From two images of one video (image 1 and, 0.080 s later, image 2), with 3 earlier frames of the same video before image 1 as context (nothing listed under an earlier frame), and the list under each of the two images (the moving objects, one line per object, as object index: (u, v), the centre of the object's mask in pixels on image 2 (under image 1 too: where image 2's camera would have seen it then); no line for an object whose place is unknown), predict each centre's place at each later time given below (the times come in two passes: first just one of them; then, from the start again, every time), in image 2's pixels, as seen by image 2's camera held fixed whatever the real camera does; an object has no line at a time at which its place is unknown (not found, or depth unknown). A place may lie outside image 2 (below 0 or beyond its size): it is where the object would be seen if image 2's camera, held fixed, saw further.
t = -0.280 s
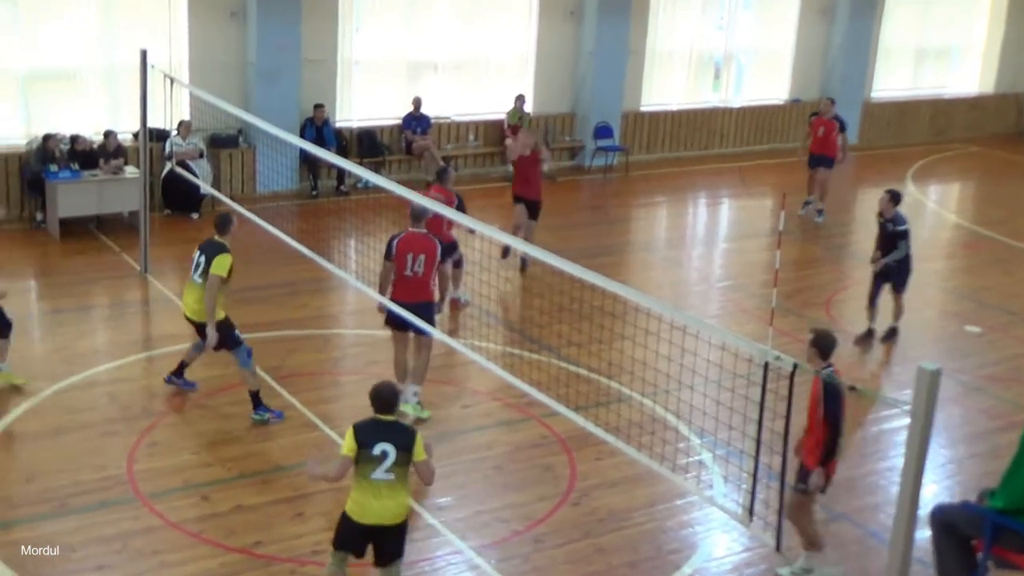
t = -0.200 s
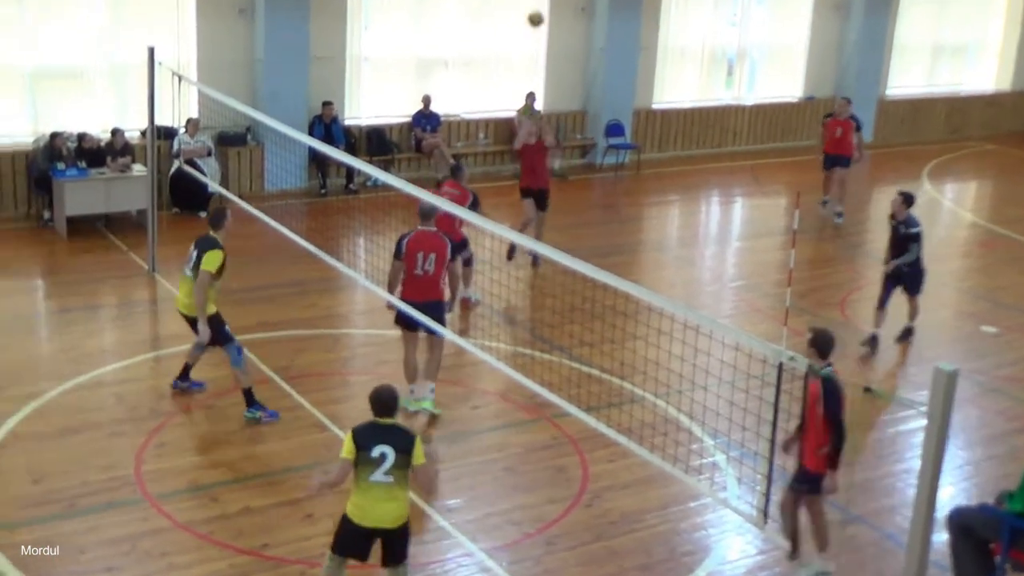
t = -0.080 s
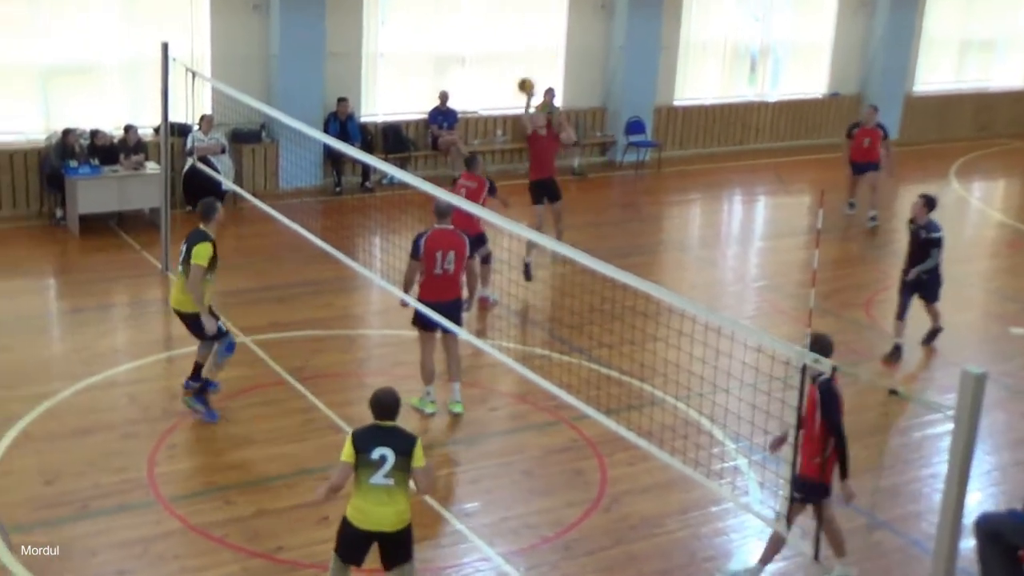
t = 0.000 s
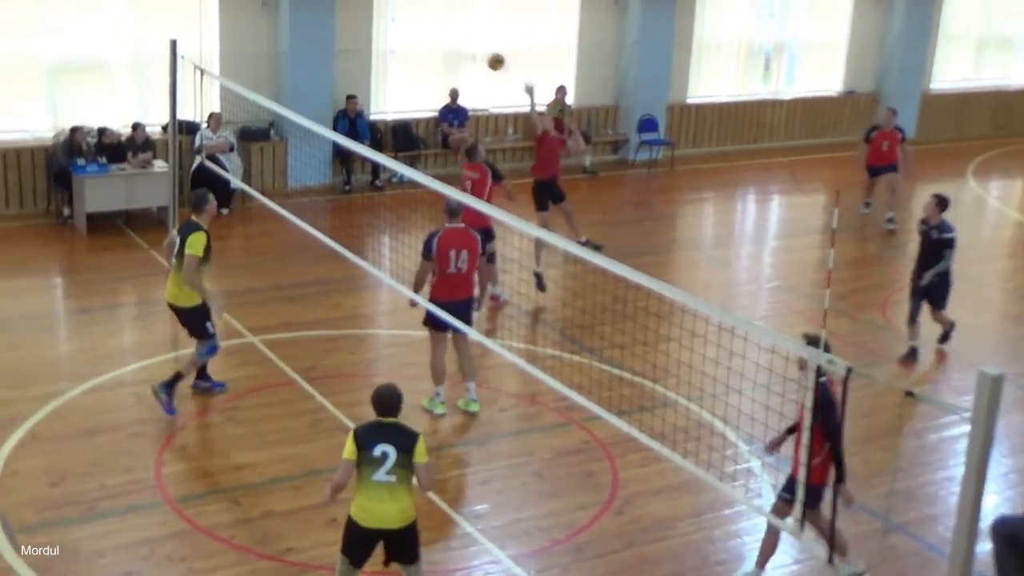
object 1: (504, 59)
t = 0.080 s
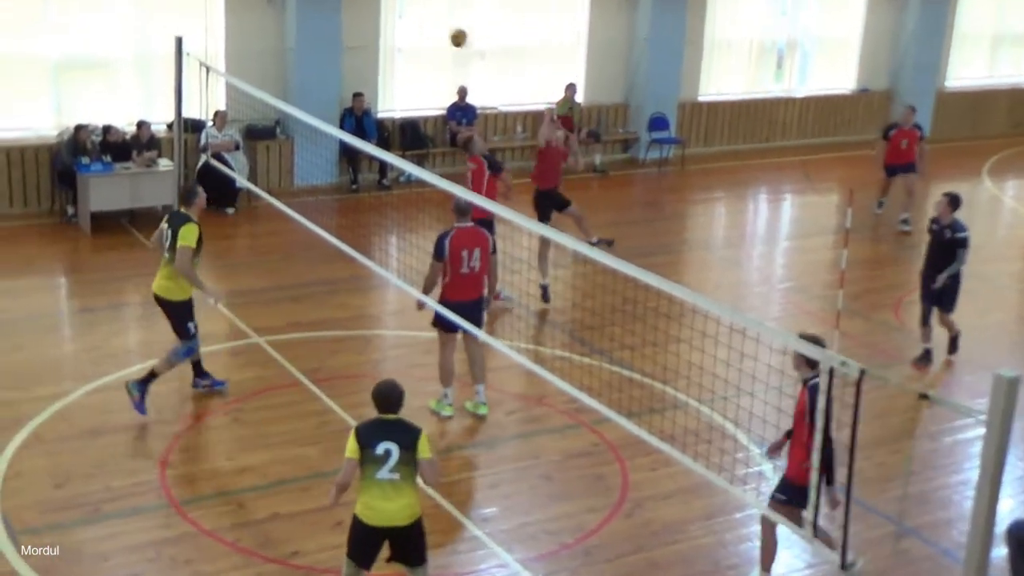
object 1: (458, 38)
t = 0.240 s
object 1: (357, 12)
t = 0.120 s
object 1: (434, 29)
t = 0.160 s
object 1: (410, 20)
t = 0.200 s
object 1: (384, 15)
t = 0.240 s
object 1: (357, 12)
